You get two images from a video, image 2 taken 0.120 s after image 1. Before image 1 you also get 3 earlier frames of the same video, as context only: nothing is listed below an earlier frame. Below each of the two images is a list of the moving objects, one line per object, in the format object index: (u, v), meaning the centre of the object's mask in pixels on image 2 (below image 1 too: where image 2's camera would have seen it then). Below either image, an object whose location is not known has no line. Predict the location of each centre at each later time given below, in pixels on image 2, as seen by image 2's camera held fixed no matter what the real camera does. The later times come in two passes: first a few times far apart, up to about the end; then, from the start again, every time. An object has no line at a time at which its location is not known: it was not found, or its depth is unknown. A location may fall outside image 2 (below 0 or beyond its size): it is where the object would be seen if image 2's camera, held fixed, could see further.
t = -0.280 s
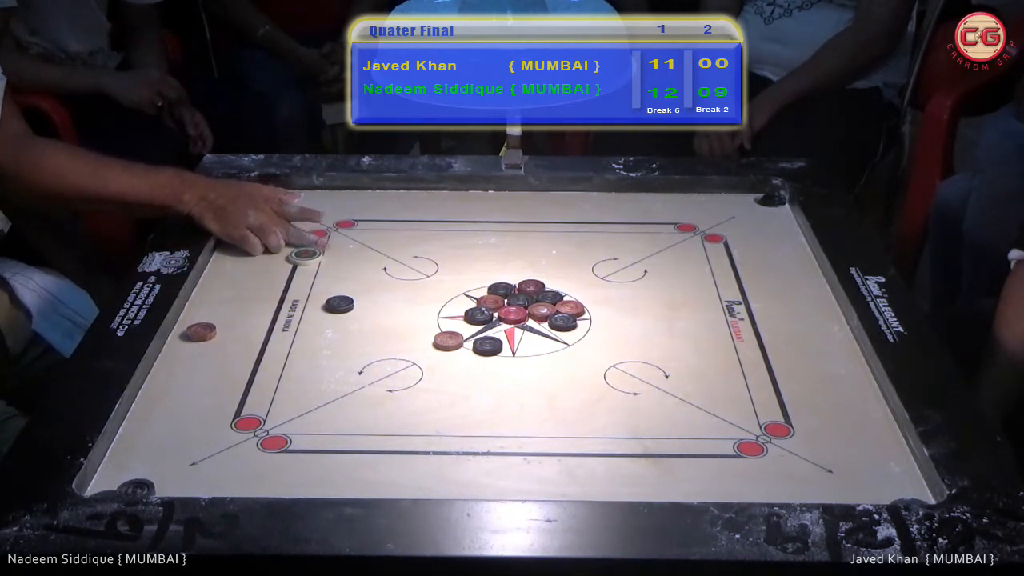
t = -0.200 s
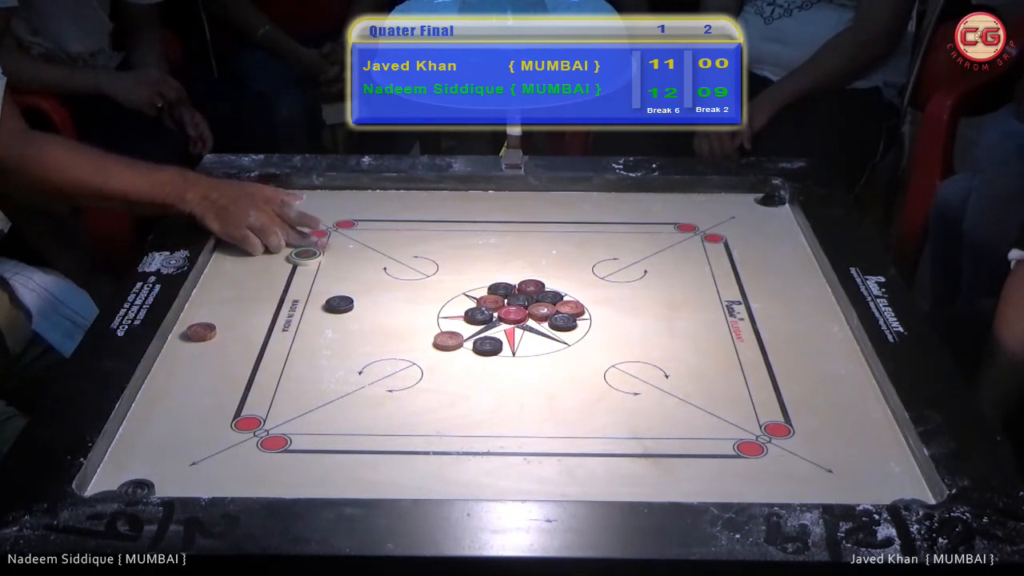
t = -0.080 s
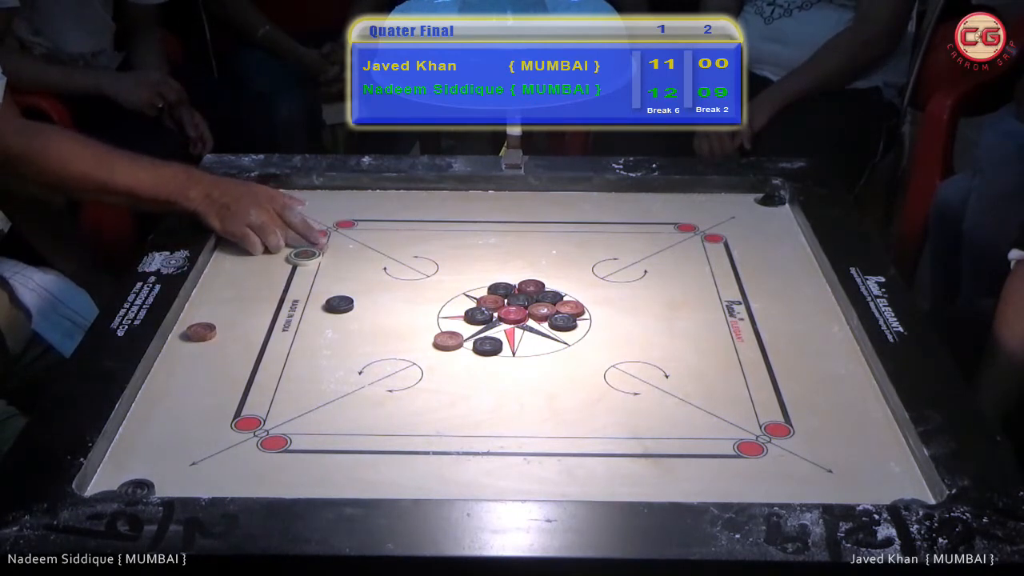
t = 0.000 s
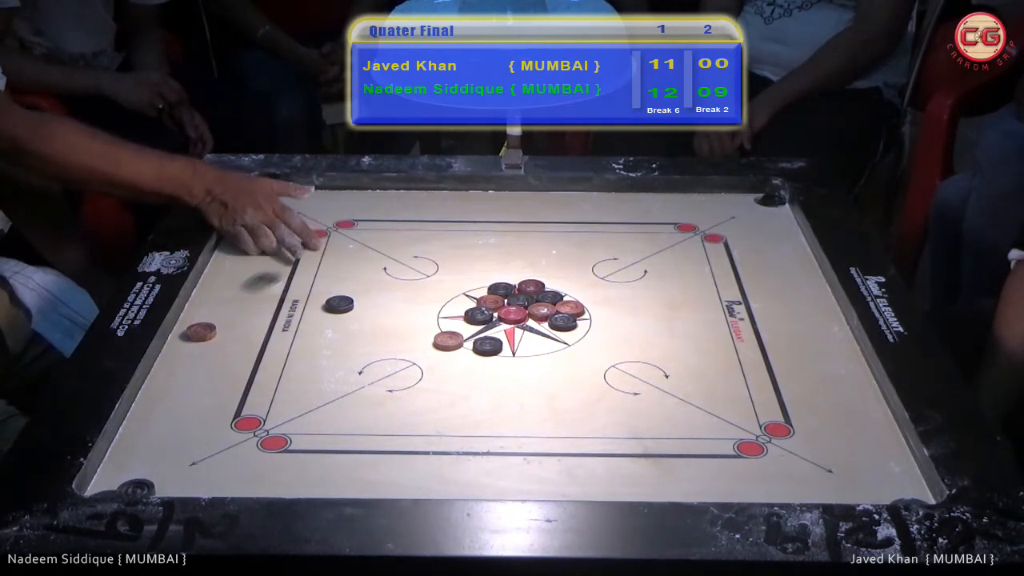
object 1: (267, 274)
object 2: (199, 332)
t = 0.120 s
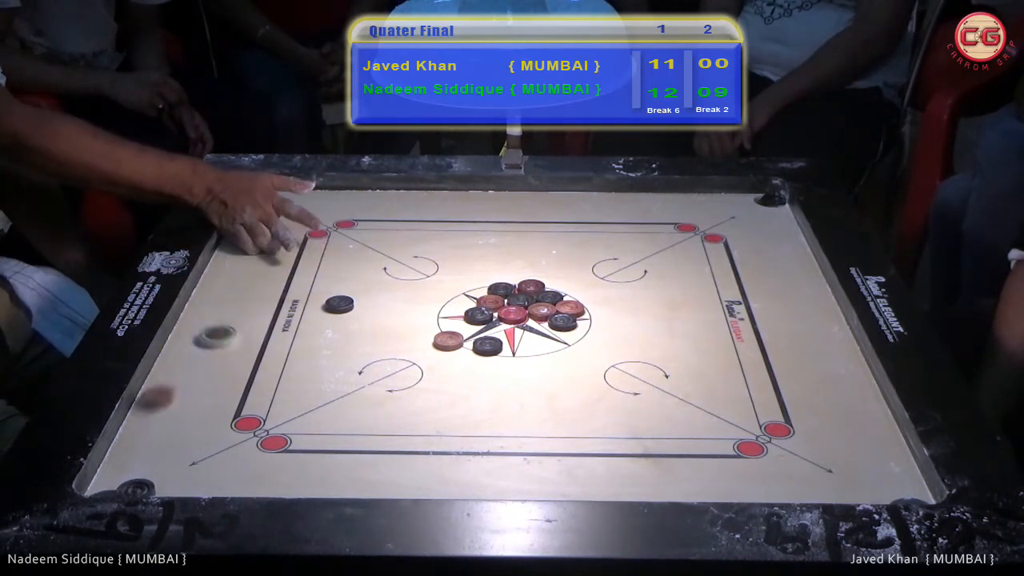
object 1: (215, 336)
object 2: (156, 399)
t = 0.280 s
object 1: (283, 379)
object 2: (123, 490)
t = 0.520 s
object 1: (360, 427)
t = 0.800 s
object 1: (385, 441)
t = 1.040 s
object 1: (385, 441)
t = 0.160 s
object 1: (232, 347)
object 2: (128, 443)
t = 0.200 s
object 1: (250, 358)
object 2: (109, 481)
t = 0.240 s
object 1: (267, 369)
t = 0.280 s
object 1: (283, 379)
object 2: (123, 490)
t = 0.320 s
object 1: (299, 389)
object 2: (114, 492)
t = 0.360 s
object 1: (314, 399)
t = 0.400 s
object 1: (327, 406)
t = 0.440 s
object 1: (340, 415)
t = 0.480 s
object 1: (351, 420)
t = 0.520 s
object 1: (360, 427)
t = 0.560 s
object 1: (368, 432)
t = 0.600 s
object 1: (375, 436)
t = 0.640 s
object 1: (379, 439)
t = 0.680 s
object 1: (383, 440)
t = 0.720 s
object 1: (385, 441)
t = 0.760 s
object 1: (385, 441)
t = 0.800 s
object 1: (385, 441)
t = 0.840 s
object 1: (385, 441)
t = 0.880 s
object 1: (385, 441)
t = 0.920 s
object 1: (385, 441)
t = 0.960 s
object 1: (385, 441)
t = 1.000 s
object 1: (385, 441)
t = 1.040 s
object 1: (385, 441)
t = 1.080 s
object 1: (385, 441)
